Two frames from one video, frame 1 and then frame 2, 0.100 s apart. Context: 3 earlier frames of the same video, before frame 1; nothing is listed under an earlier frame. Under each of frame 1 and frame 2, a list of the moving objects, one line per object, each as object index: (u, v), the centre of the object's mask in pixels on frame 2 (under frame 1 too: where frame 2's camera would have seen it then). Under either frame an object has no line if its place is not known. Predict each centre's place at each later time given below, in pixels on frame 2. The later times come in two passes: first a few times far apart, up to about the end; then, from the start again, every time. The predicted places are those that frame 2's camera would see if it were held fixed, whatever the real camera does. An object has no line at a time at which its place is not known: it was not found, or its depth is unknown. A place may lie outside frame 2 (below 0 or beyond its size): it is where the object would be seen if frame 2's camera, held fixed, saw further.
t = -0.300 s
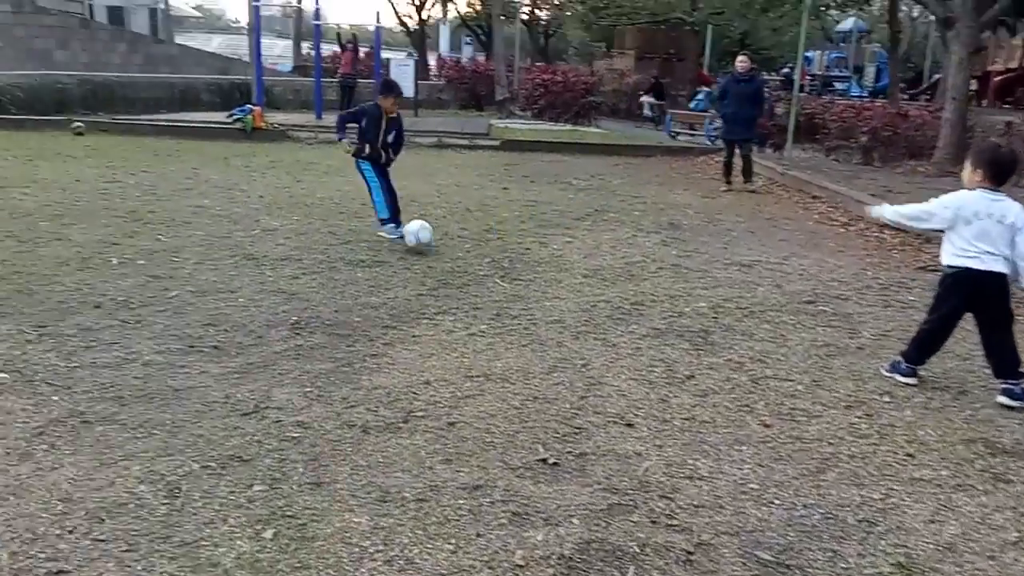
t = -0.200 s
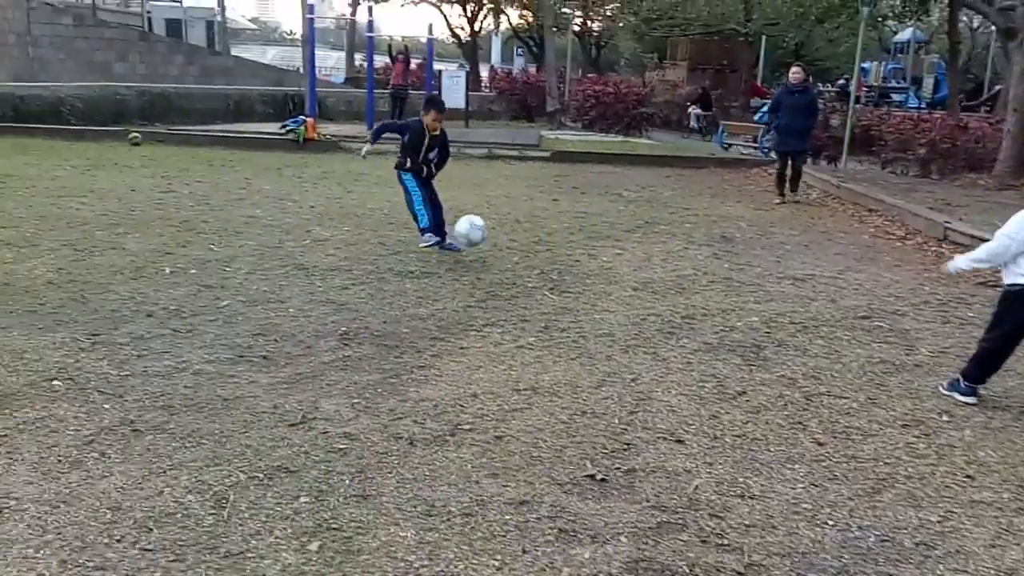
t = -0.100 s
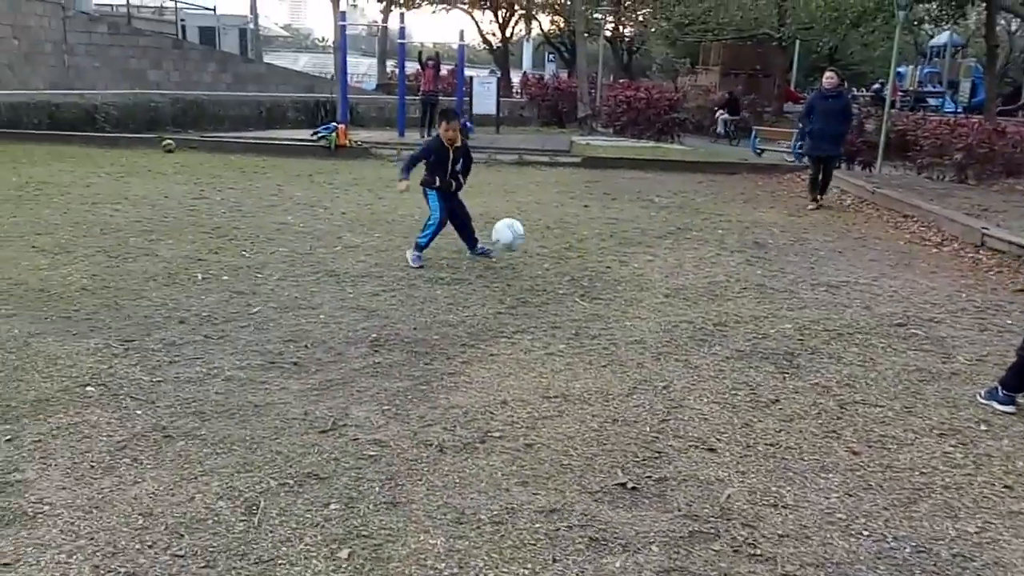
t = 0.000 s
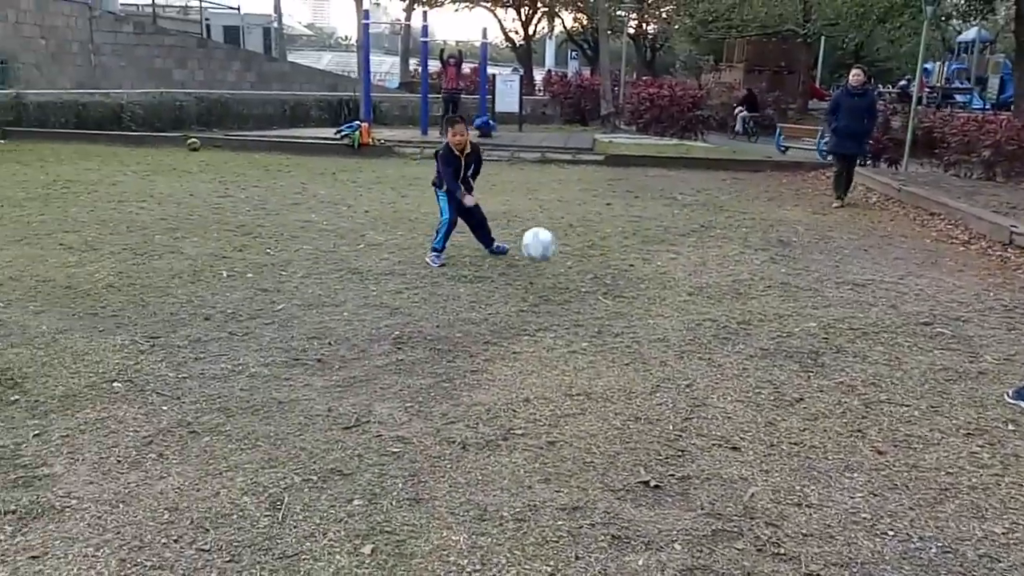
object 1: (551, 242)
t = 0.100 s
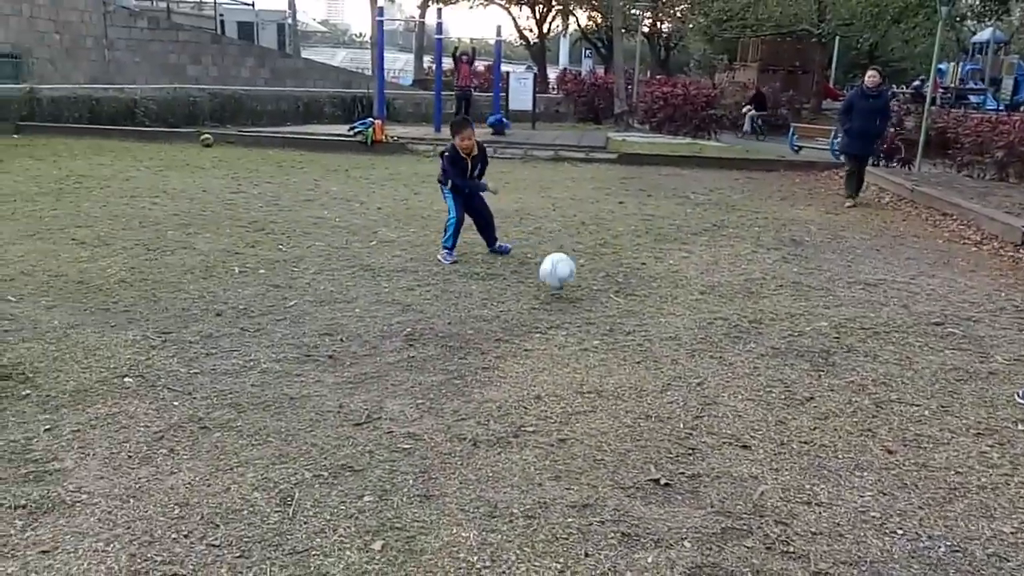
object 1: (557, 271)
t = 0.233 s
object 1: (557, 276)
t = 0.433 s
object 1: (549, 310)
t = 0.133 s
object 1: (558, 284)
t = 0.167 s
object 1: (558, 281)
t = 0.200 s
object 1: (558, 277)
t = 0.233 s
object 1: (557, 276)
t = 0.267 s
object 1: (556, 276)
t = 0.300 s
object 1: (555, 278)
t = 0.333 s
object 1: (554, 283)
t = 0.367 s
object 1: (553, 289)
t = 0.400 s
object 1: (550, 299)
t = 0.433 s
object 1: (549, 310)
